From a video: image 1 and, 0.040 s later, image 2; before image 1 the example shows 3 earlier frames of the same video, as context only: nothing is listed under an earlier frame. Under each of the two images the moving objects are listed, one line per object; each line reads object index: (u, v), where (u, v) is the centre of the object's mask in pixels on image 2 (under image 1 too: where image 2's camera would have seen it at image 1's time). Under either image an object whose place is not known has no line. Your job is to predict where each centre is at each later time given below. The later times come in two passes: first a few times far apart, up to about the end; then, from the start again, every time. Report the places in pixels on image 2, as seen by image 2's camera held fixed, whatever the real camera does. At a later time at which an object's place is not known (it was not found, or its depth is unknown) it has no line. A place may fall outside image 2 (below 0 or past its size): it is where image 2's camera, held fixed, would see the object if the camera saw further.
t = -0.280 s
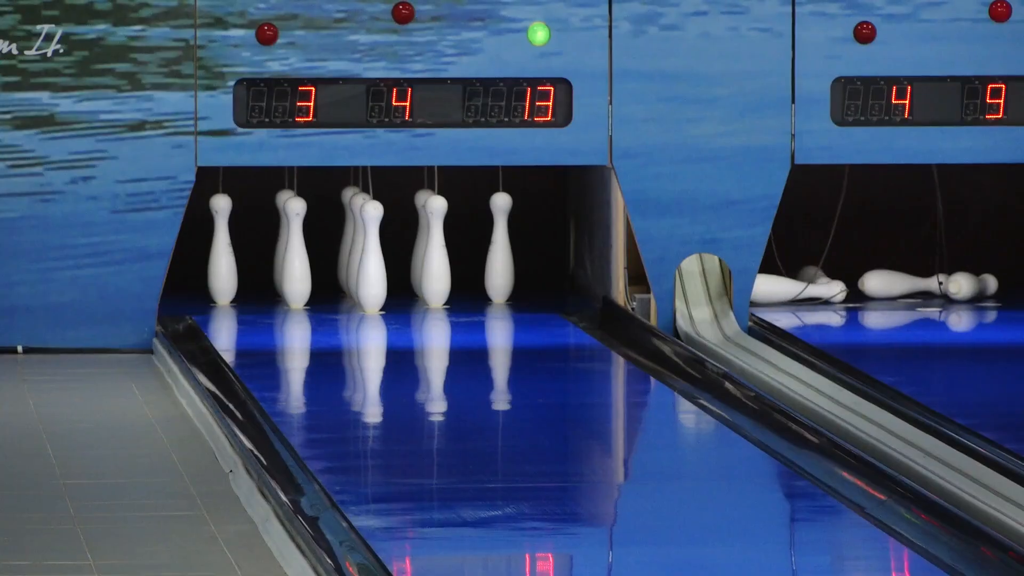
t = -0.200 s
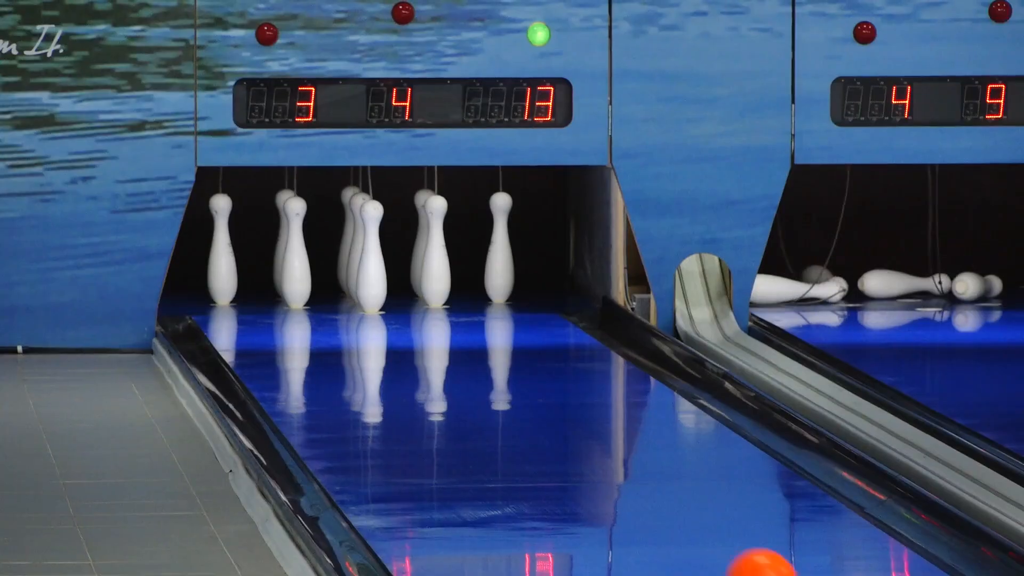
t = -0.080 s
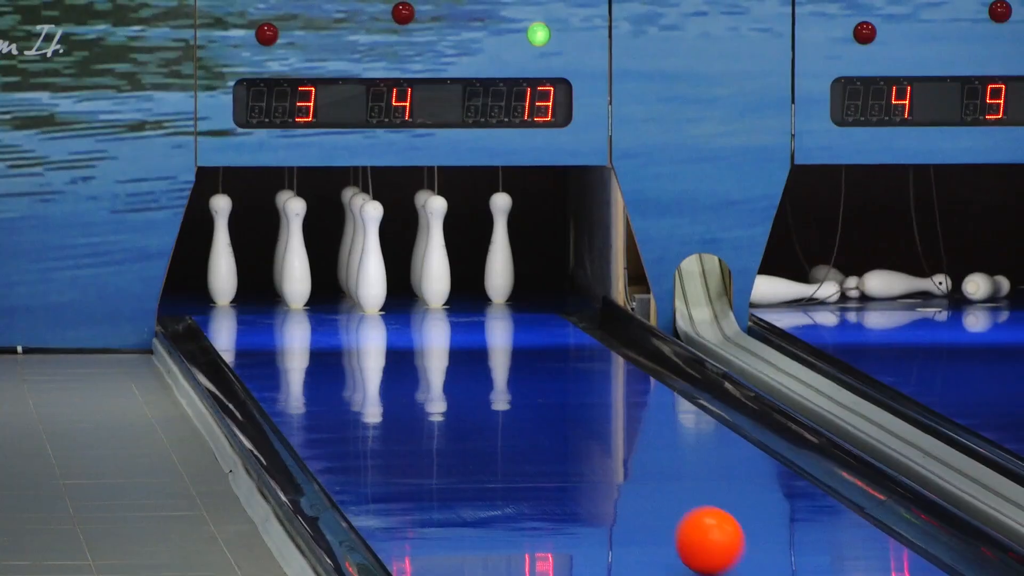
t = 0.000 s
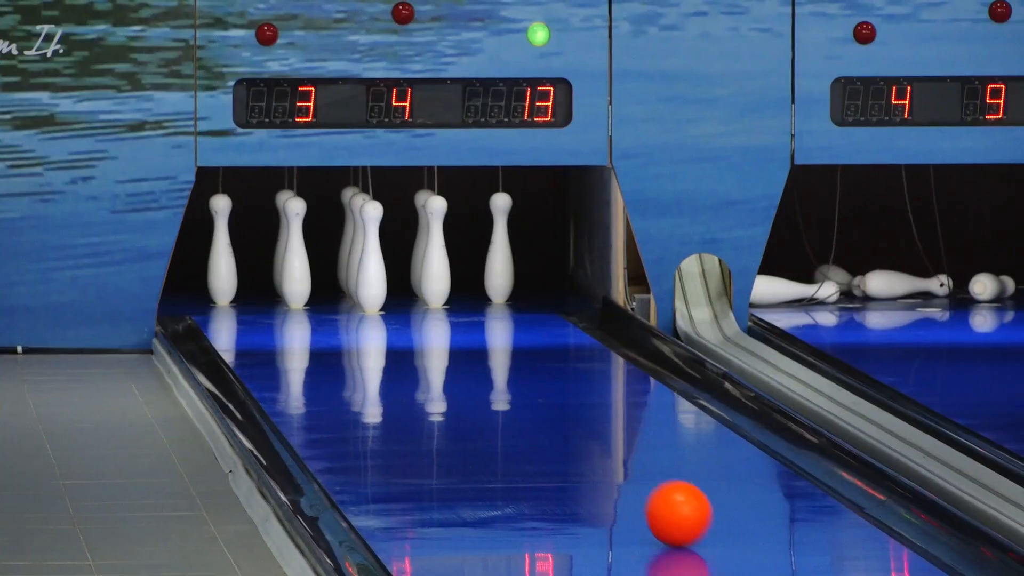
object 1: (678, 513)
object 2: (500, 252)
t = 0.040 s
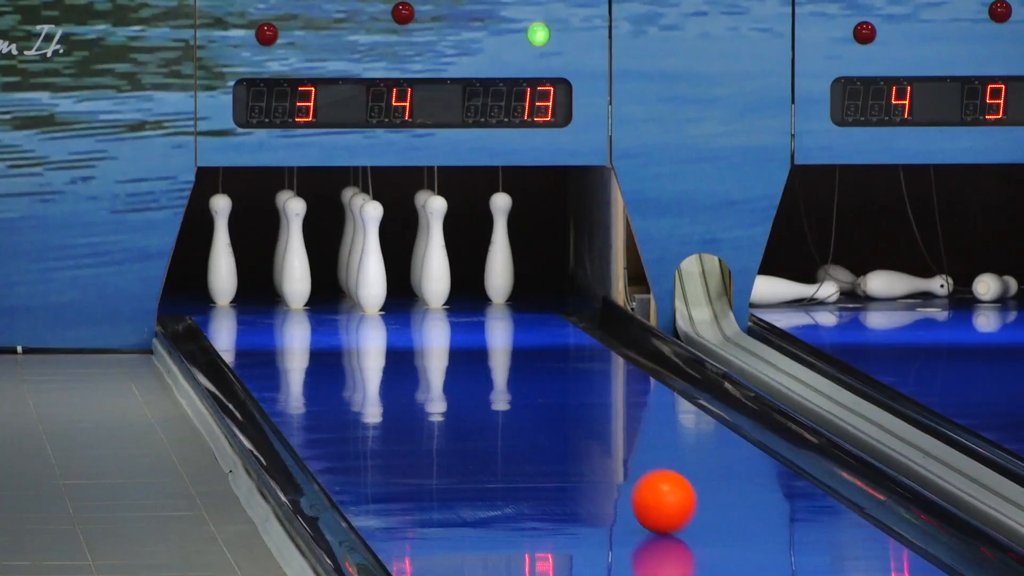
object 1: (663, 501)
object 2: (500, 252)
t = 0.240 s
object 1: (598, 445)
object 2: (499, 252)
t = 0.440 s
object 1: (543, 398)
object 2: (499, 252)
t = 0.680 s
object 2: (499, 252)
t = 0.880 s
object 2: (499, 252)
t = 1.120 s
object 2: (500, 252)
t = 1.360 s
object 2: (551, 252)
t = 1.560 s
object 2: (519, 253)
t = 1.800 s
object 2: (484, 288)
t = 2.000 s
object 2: (461, 288)
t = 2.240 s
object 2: (445, 289)
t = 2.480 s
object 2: (439, 289)
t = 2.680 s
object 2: (439, 289)
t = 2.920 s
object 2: (439, 289)
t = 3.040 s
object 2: (439, 289)
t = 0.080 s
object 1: (650, 489)
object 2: (500, 252)
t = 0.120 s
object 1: (636, 478)
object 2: (500, 252)
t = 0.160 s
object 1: (623, 467)
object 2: (500, 252)
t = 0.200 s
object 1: (610, 456)
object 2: (500, 252)
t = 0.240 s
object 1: (598, 445)
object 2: (499, 252)
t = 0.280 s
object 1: (586, 435)
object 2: (500, 252)
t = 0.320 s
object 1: (575, 426)
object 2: (500, 252)
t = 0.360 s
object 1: (564, 417)
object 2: (500, 252)
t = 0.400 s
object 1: (554, 407)
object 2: (500, 252)
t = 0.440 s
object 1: (543, 398)
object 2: (499, 252)
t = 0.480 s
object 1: (534, 390)
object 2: (499, 252)
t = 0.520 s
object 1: (525, 381)
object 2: (499, 252)
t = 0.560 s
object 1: (515, 373)
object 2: (499, 252)
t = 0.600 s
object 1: (506, 366)
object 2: (499, 252)
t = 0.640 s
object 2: (499, 252)
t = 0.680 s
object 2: (499, 252)
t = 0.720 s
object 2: (499, 252)
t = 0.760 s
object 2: (500, 252)
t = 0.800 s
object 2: (499, 252)
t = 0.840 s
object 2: (499, 252)
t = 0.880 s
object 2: (499, 252)
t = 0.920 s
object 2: (499, 252)
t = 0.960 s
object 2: (499, 252)
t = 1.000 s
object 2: (499, 252)
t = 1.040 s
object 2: (500, 252)
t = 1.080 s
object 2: (499, 252)
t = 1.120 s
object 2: (500, 252)
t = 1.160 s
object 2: (513, 252)
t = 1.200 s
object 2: (526, 252)
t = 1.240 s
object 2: (540, 254)
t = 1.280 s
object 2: (553, 257)
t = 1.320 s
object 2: (557, 257)
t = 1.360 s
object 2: (551, 252)
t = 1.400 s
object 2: (545, 253)
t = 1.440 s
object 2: (539, 252)
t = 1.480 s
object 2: (532, 253)
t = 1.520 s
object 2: (526, 252)
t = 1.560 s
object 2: (519, 253)
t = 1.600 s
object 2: (513, 254)
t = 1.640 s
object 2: (506, 257)
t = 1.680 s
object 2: (499, 263)
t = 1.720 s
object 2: (492, 271)
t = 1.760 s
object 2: (487, 280)
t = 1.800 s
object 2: (484, 288)
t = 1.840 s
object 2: (479, 286)
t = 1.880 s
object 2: (475, 285)
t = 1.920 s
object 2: (470, 287)
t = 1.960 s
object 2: (465, 288)
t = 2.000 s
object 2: (461, 288)
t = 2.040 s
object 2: (458, 289)
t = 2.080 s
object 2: (454, 289)
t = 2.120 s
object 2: (451, 289)
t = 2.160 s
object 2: (449, 289)
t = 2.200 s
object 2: (446, 289)
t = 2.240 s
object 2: (445, 289)
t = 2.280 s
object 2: (443, 289)
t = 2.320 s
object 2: (442, 289)
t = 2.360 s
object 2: (442, 289)
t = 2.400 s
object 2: (441, 289)
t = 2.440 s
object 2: (439, 289)
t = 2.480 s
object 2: (439, 289)
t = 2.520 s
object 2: (439, 289)
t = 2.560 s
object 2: (439, 289)
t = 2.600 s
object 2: (439, 289)
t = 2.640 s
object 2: (439, 289)
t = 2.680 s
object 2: (439, 289)
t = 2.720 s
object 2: (440, 288)
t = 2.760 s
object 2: (439, 289)
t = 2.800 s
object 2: (439, 289)
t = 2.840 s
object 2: (440, 288)
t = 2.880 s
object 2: (439, 289)
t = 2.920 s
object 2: (439, 289)
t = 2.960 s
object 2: (439, 288)
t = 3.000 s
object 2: (439, 289)
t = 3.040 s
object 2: (439, 289)
